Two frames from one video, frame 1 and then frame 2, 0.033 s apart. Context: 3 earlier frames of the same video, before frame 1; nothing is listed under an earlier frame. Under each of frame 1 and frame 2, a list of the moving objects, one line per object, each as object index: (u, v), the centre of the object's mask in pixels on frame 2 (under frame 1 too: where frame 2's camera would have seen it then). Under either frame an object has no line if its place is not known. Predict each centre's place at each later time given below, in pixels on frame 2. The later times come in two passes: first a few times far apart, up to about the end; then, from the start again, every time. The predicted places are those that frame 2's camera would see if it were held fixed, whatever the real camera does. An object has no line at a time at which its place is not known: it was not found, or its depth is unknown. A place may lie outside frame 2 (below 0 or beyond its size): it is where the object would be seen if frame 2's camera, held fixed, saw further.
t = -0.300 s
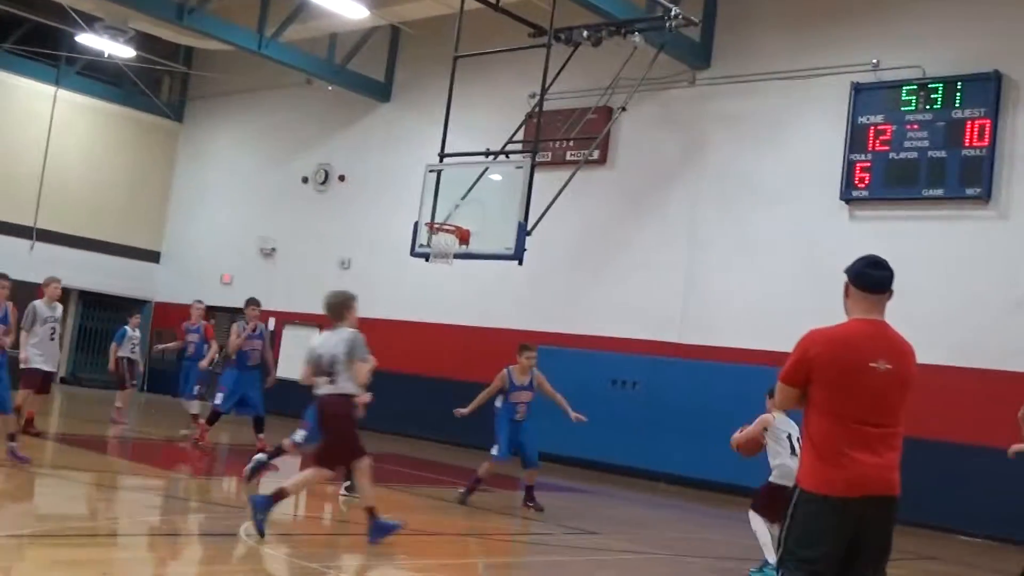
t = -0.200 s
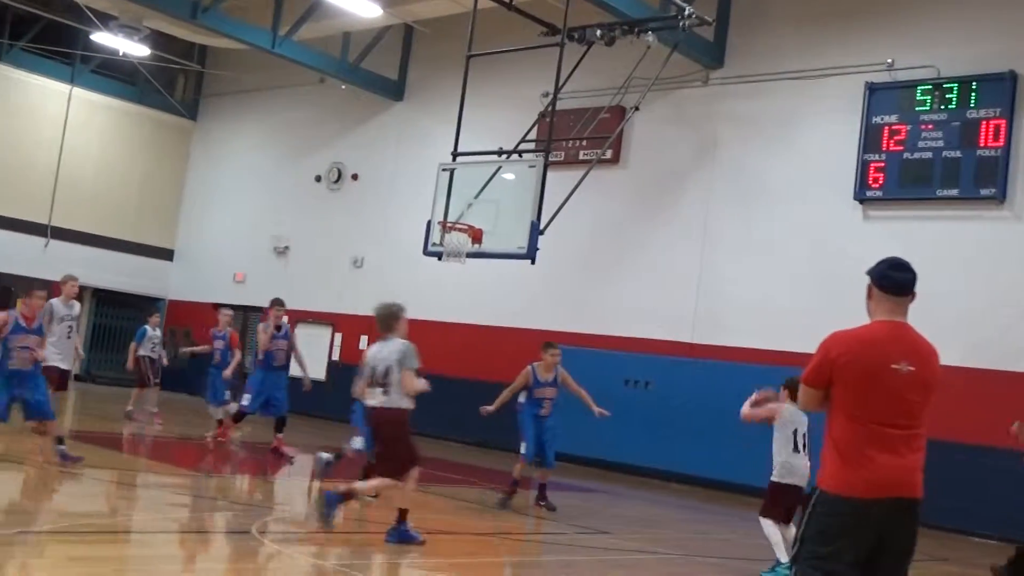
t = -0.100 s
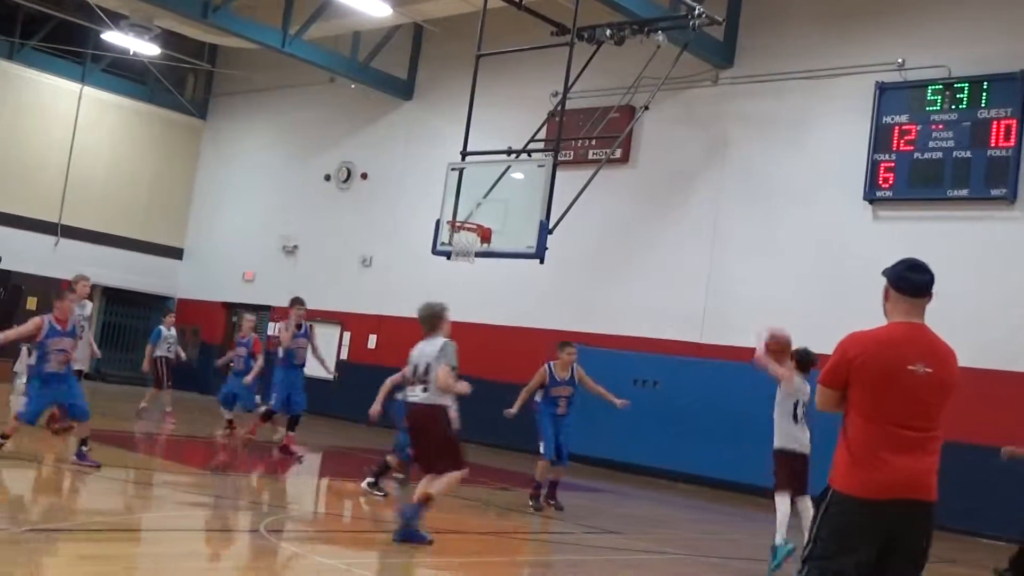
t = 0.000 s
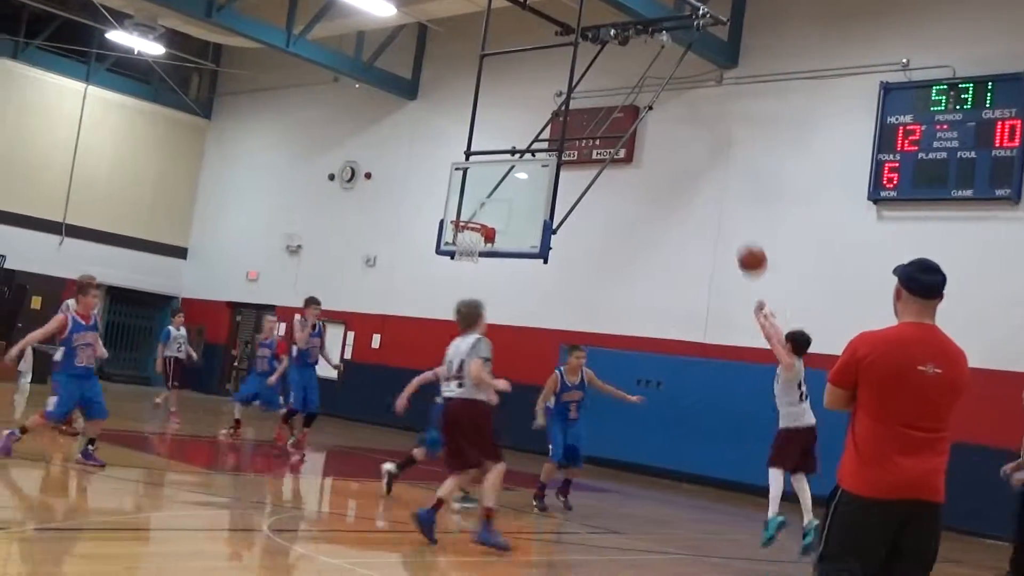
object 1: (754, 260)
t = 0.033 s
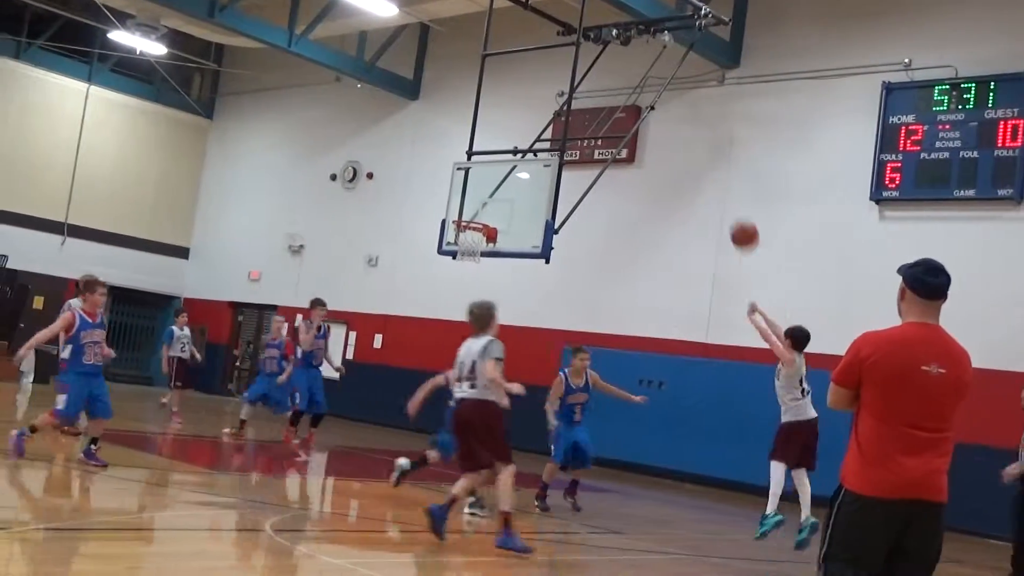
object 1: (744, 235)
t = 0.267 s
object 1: (680, 113)
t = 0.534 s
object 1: (616, 61)
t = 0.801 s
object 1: (558, 77)
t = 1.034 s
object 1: (510, 135)
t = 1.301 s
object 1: (477, 214)
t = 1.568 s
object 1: (533, 199)
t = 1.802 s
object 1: (548, 223)
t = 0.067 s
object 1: (734, 212)
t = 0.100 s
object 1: (725, 191)
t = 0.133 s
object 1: (716, 172)
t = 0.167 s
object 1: (706, 155)
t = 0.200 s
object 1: (697, 139)
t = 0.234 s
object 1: (689, 125)
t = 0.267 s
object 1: (680, 113)
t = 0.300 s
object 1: (672, 102)
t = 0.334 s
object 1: (663, 93)
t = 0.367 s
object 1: (657, 84)
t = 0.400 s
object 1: (647, 77)
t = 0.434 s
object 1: (638, 71)
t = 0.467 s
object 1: (631, 66)
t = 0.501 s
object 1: (624, 63)
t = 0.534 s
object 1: (616, 61)
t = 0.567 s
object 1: (608, 60)
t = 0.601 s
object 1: (601, 60)
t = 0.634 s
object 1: (594, 60)
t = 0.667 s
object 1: (587, 61)
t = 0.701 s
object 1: (579, 63)
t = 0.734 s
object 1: (572, 67)
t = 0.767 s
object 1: (566, 72)
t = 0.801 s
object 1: (558, 77)
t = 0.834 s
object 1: (551, 83)
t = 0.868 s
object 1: (544, 90)
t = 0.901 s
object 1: (538, 98)
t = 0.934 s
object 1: (531, 106)
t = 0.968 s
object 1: (524, 115)
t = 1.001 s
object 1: (517, 124)
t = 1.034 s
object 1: (510, 135)
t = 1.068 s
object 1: (504, 144)
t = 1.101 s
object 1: (496, 157)
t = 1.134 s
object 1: (489, 169)
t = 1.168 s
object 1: (482, 182)
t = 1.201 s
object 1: (476, 195)
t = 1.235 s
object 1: (469, 209)
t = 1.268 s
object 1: (467, 219)
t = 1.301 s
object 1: (477, 214)
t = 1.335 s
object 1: (488, 211)
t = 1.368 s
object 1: (499, 208)
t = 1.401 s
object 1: (510, 206)
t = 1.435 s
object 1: (521, 205)
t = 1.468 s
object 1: (525, 202)
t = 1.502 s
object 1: (528, 201)
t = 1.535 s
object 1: (530, 199)
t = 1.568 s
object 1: (533, 199)
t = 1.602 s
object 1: (536, 200)
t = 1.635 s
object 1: (538, 201)
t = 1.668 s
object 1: (540, 204)
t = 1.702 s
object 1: (542, 207)
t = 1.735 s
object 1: (544, 212)
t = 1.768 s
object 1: (546, 217)
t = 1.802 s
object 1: (548, 223)
